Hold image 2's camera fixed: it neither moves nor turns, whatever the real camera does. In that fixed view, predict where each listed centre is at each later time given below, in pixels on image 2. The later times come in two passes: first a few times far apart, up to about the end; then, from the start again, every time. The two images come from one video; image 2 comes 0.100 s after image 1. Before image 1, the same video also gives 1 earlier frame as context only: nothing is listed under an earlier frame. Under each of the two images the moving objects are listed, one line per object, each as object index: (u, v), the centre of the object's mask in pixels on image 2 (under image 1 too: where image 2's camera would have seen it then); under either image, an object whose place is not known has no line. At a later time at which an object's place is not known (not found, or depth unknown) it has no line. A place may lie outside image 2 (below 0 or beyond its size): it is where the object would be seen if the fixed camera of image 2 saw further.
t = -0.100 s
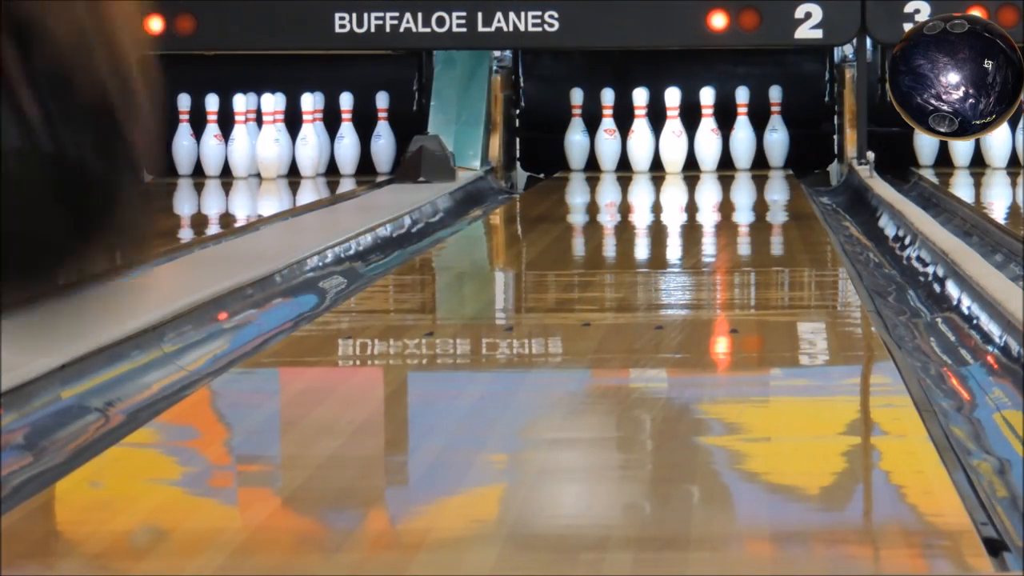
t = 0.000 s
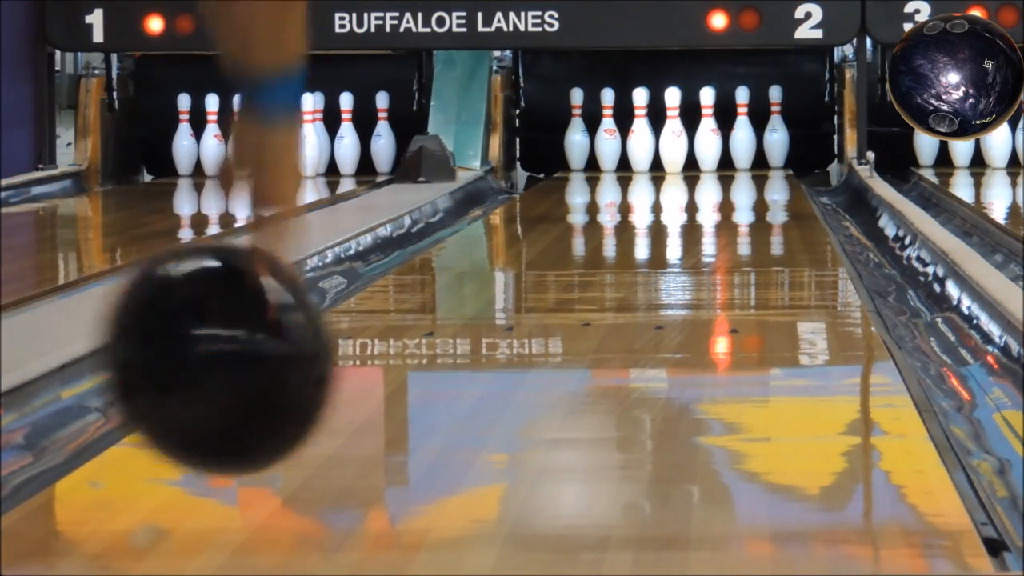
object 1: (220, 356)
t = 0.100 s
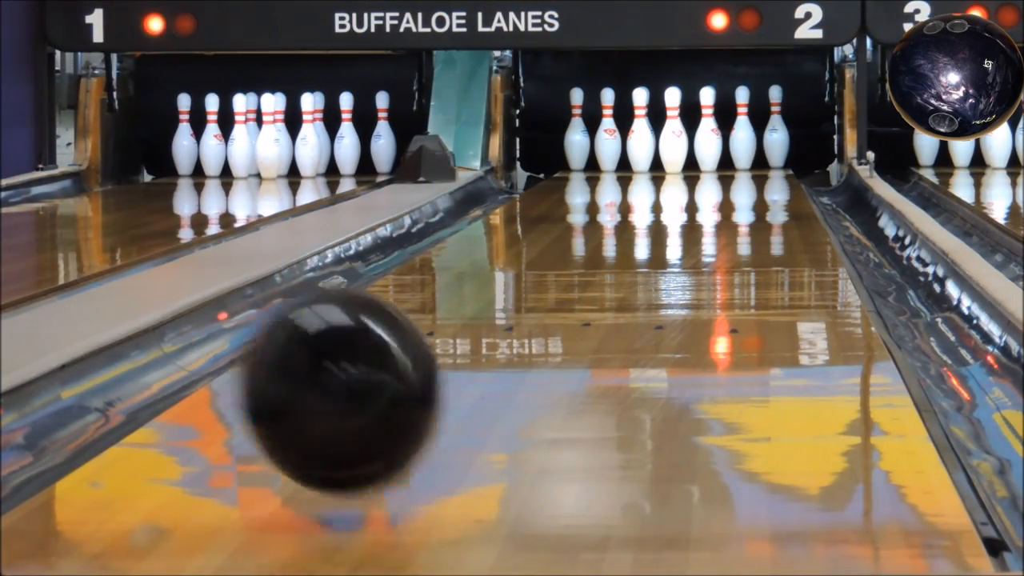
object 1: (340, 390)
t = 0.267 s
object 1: (475, 352)
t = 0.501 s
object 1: (589, 287)
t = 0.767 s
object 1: (670, 245)
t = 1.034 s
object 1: (723, 213)
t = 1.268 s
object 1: (753, 195)
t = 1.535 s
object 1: (771, 180)
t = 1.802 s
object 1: (771, 167)
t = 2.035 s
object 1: (752, 159)
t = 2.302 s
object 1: (713, 153)
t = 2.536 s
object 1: (683, 149)
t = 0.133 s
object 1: (374, 404)
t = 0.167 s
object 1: (402, 383)
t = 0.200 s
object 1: (428, 371)
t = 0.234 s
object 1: (452, 364)
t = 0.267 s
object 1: (475, 352)
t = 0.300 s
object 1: (494, 340)
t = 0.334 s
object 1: (513, 330)
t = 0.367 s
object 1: (530, 319)
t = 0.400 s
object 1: (547, 310)
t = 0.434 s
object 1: (562, 302)
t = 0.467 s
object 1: (576, 294)
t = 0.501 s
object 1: (589, 287)
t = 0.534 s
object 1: (601, 282)
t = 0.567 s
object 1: (613, 275)
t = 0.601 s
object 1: (625, 269)
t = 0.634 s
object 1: (634, 264)
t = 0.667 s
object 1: (644, 259)
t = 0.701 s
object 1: (654, 254)
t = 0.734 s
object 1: (662, 250)
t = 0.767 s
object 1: (670, 245)
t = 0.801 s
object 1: (679, 240)
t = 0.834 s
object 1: (686, 236)
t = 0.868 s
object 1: (693, 232)
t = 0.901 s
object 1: (699, 227)
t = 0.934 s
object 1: (705, 224)
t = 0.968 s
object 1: (711, 220)
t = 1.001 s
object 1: (717, 216)
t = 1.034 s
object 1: (723, 213)
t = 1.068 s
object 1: (728, 210)
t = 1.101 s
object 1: (733, 207)
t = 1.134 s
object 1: (737, 205)
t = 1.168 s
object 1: (741, 202)
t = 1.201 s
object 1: (745, 200)
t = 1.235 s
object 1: (750, 197)
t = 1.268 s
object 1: (753, 195)
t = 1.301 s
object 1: (756, 193)
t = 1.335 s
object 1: (759, 191)
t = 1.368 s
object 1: (762, 189)
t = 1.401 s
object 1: (764, 187)
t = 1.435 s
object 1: (767, 185)
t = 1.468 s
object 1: (768, 183)
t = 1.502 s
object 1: (770, 182)
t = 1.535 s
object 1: (771, 180)
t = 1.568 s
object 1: (772, 178)
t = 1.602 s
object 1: (773, 177)
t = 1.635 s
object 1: (773, 175)
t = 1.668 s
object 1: (774, 173)
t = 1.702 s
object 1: (774, 172)
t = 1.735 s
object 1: (773, 170)
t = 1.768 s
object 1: (772, 169)
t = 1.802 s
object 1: (771, 167)
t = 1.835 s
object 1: (769, 166)
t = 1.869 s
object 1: (767, 164)
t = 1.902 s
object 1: (765, 163)
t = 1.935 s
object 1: (763, 162)
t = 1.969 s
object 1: (760, 161)
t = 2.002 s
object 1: (756, 160)
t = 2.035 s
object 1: (752, 159)
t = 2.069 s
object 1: (749, 158)
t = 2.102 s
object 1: (745, 157)
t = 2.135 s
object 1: (740, 156)
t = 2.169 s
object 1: (736, 155)
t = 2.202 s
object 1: (731, 154)
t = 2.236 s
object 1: (724, 154)
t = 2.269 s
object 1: (718, 153)
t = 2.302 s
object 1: (713, 153)
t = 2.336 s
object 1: (707, 152)
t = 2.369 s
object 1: (702, 151)
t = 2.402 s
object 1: (697, 151)
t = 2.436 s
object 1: (690, 150)
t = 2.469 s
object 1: (686, 150)
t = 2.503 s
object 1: (686, 148)
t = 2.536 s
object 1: (683, 149)
